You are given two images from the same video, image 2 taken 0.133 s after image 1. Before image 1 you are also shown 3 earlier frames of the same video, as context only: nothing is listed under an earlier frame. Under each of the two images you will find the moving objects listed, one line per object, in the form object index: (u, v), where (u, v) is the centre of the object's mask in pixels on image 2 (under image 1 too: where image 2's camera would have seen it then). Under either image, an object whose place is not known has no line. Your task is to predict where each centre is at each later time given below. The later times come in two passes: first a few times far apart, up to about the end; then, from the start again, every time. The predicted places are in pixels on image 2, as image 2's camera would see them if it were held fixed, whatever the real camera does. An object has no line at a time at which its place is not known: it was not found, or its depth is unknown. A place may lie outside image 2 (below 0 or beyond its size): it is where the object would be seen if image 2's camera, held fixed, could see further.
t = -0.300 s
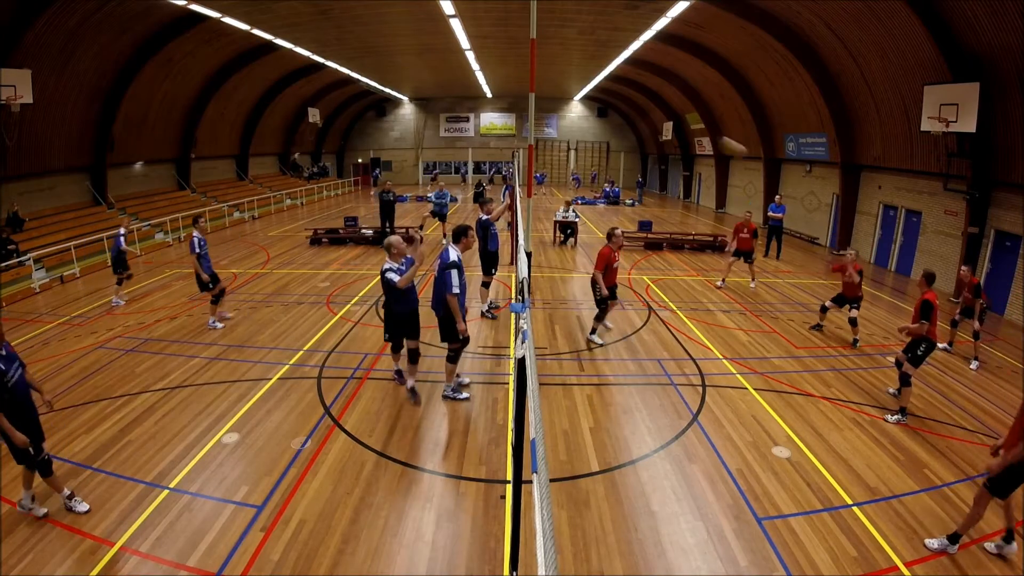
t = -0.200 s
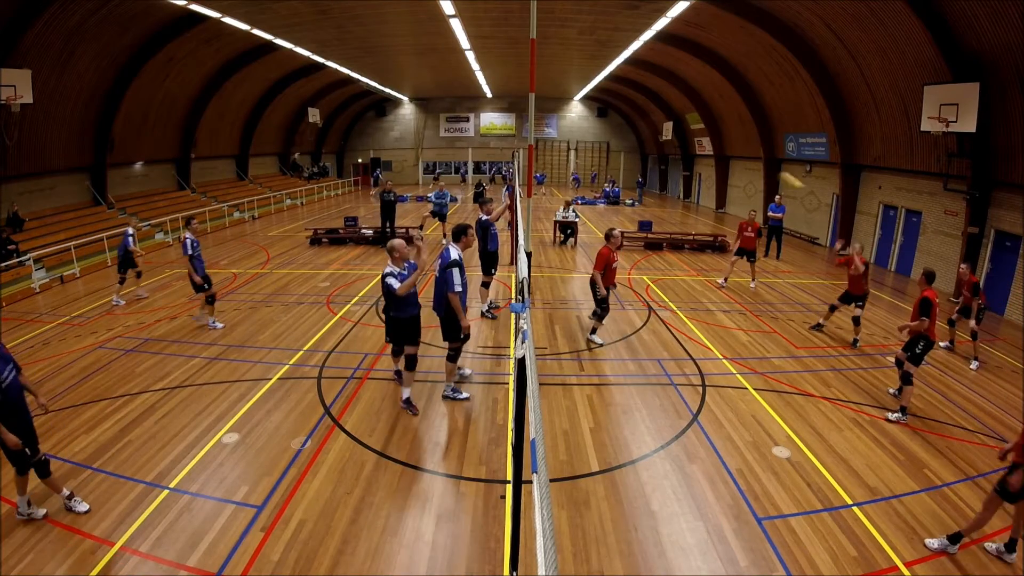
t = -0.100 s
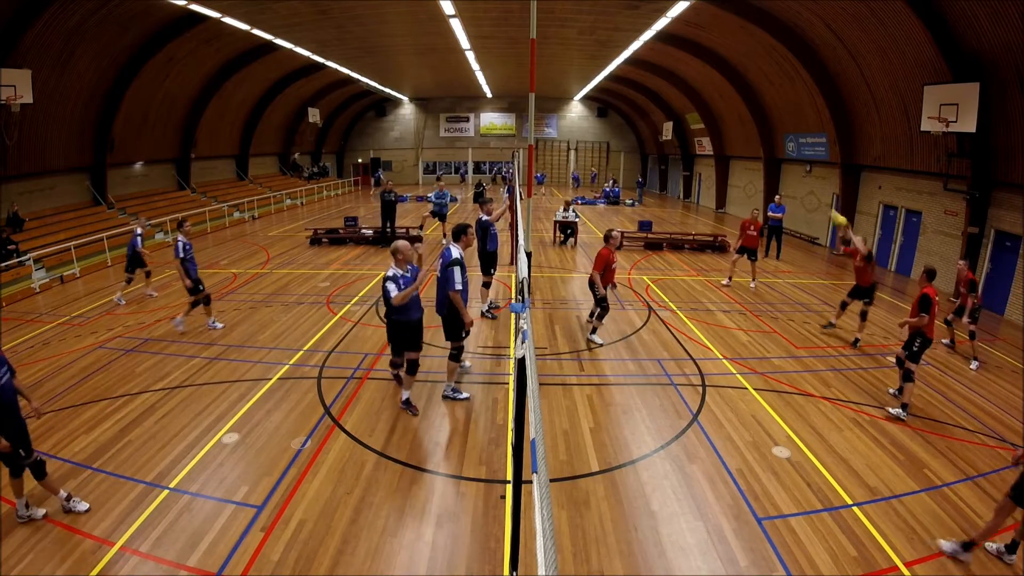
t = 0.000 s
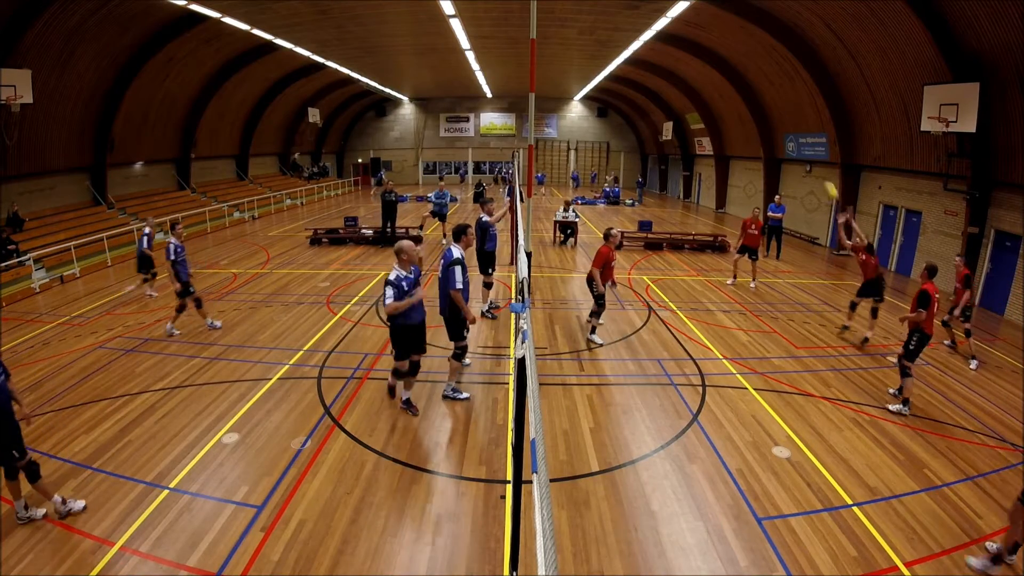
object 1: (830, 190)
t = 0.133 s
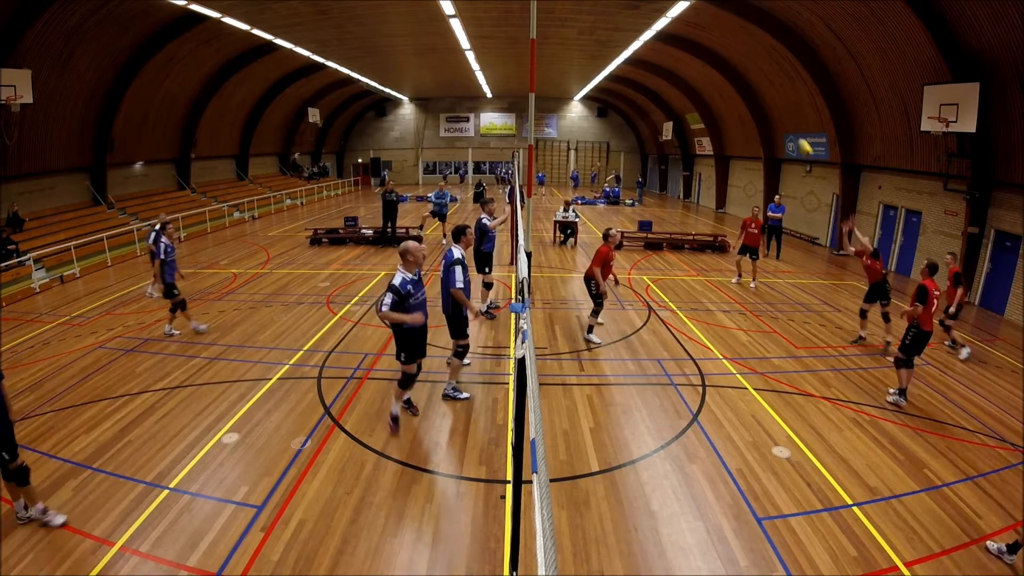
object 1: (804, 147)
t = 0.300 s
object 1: (768, 111)
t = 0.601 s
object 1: (703, 90)
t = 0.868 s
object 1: (643, 119)
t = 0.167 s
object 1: (796, 138)
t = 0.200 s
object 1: (790, 129)
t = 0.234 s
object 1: (783, 123)
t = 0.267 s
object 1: (776, 117)
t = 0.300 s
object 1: (768, 111)
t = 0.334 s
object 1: (761, 105)
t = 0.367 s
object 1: (754, 101)
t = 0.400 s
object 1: (748, 97)
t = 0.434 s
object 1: (741, 94)
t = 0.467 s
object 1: (733, 92)
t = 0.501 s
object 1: (725, 90)
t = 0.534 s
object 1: (718, 89)
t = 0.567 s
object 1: (711, 88)
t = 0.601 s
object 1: (703, 90)
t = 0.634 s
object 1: (695, 91)
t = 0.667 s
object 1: (689, 93)
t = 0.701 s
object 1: (681, 95)
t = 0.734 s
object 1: (673, 98)
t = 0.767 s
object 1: (665, 103)
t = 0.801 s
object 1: (658, 107)
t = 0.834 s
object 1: (651, 113)
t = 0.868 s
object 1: (643, 119)
